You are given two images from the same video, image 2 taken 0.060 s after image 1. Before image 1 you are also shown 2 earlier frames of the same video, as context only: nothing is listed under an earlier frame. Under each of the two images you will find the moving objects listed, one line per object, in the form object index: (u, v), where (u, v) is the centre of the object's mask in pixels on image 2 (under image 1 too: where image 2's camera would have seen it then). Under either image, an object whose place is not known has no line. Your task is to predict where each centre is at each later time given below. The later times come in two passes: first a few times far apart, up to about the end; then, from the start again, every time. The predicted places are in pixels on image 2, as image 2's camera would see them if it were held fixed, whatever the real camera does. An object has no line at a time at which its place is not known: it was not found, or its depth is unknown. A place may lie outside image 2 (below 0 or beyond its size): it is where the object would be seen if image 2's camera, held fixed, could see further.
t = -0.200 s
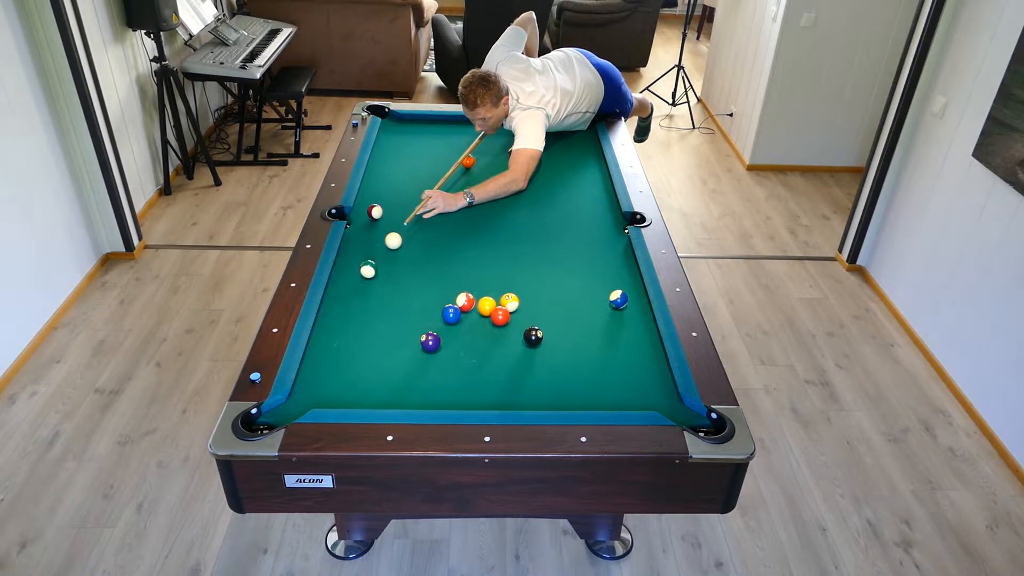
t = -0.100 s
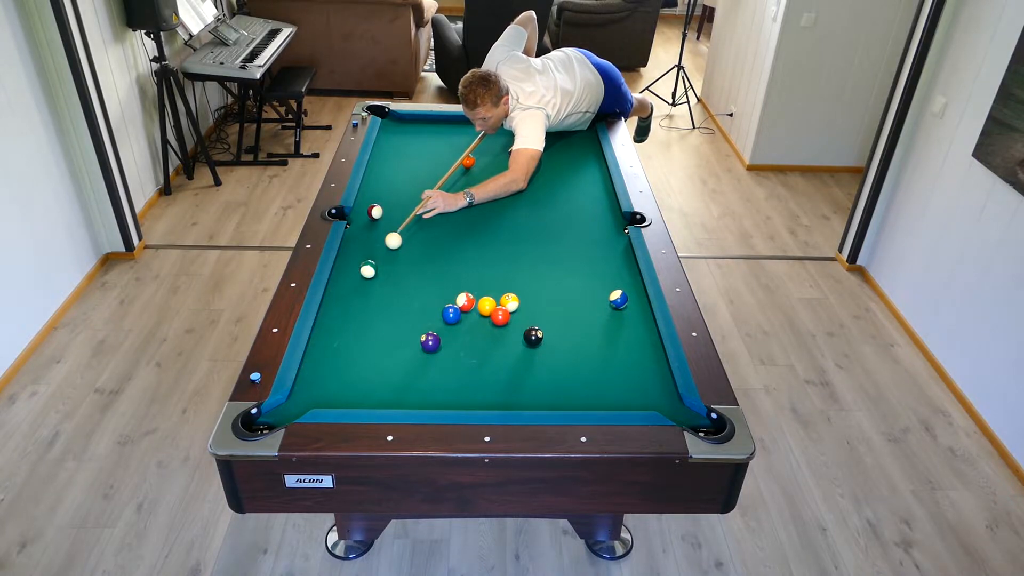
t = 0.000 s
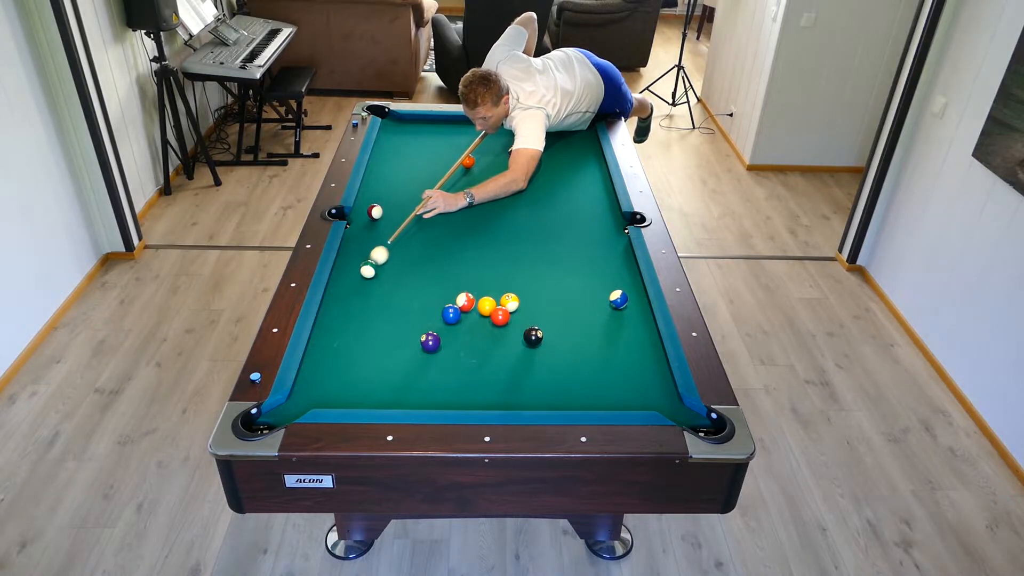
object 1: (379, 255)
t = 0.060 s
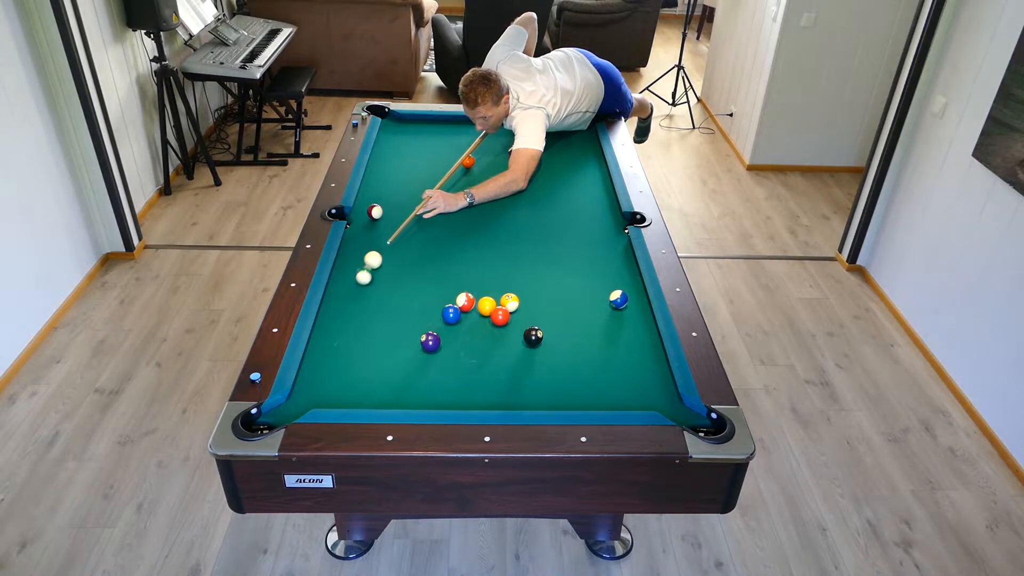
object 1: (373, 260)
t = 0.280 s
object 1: (357, 267)
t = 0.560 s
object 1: (338, 278)
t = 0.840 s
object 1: (342, 286)
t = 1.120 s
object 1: (346, 293)
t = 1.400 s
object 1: (350, 300)
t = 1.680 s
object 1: (354, 305)
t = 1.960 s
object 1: (357, 310)
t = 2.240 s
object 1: (359, 313)
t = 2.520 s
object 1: (361, 315)
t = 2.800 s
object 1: (361, 316)
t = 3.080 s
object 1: (361, 316)
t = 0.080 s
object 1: (372, 260)
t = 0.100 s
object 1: (371, 260)
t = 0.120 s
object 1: (369, 261)
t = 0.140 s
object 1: (368, 261)
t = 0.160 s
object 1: (366, 262)
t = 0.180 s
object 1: (365, 263)
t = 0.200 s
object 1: (363, 264)
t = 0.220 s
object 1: (362, 265)
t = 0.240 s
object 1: (360, 265)
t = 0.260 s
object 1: (358, 266)
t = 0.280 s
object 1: (357, 267)
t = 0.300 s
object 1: (355, 268)
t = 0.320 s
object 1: (354, 269)
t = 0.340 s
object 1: (352, 269)
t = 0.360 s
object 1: (351, 270)
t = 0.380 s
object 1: (349, 271)
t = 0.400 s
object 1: (348, 272)
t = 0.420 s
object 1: (346, 273)
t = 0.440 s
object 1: (345, 273)
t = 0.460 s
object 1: (343, 274)
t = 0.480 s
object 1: (342, 275)
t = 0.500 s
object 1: (340, 276)
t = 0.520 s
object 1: (339, 277)
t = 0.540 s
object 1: (338, 277)
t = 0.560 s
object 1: (338, 278)
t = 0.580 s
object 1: (338, 279)
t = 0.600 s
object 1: (338, 279)
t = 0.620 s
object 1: (339, 280)
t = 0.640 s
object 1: (339, 280)
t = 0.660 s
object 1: (339, 281)
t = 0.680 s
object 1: (340, 282)
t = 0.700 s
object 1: (340, 282)
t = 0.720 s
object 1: (340, 283)
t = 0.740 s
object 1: (341, 283)
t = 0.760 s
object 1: (341, 284)
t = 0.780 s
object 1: (341, 284)
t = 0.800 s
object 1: (342, 285)
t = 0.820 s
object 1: (342, 285)
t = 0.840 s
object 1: (342, 286)
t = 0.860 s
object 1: (342, 287)
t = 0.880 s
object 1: (343, 287)
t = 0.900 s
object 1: (343, 288)
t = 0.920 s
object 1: (343, 288)
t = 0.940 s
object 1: (344, 289)
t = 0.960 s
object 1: (344, 289)
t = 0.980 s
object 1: (344, 290)
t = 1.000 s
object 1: (344, 290)
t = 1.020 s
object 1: (345, 291)
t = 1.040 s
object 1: (345, 291)
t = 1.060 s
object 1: (345, 292)
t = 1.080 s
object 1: (346, 292)
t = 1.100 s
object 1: (346, 293)
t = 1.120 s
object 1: (346, 293)
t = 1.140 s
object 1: (347, 294)
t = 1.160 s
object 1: (347, 294)
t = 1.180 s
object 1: (347, 295)
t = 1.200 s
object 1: (347, 295)
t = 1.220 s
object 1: (348, 296)
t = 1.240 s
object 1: (348, 296)
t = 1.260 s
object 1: (348, 297)
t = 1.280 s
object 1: (349, 297)
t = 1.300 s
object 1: (349, 298)
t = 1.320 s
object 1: (349, 298)
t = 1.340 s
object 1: (349, 299)
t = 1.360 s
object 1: (350, 299)
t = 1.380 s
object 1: (350, 300)
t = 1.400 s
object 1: (350, 300)
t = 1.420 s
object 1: (350, 300)
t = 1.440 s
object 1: (351, 301)
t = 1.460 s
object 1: (351, 301)
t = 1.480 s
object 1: (351, 302)
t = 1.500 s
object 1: (351, 302)
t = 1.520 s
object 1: (352, 302)
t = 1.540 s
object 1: (352, 303)
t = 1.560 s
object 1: (352, 303)
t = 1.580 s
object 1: (352, 304)
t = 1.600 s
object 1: (353, 304)
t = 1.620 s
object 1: (353, 304)
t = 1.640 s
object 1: (353, 305)
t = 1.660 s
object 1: (353, 305)
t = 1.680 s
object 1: (354, 305)
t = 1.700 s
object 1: (354, 306)
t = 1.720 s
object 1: (354, 306)
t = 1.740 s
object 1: (354, 306)
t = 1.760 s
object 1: (355, 307)
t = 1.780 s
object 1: (355, 307)
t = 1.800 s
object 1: (355, 307)
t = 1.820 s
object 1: (355, 308)
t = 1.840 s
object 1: (355, 308)
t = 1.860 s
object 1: (356, 308)
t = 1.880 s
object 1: (356, 309)
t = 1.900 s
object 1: (356, 309)
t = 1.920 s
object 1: (356, 309)
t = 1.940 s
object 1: (357, 310)
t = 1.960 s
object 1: (357, 310)
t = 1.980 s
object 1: (357, 310)
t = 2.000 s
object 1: (357, 310)
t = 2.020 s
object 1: (357, 311)
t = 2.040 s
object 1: (357, 311)
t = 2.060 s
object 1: (358, 311)
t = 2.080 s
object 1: (358, 311)
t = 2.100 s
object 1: (358, 312)
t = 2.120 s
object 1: (358, 312)
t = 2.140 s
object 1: (358, 312)
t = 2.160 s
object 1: (358, 312)
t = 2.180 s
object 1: (359, 313)
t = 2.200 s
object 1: (359, 313)
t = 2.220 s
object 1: (359, 313)
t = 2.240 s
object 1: (359, 313)
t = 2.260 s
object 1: (359, 313)
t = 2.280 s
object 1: (360, 313)
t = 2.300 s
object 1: (360, 314)
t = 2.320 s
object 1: (360, 314)
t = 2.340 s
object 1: (360, 314)
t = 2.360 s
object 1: (360, 314)
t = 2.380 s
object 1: (360, 314)
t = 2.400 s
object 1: (360, 314)
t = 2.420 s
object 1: (360, 315)
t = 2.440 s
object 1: (360, 315)
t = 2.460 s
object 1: (361, 315)
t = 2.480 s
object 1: (361, 315)
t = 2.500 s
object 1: (361, 315)
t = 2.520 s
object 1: (361, 315)
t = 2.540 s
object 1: (361, 315)
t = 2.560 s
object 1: (361, 315)
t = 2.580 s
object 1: (361, 316)
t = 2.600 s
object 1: (361, 316)
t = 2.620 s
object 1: (361, 316)
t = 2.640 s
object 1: (361, 316)
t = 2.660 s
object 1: (361, 316)
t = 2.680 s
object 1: (361, 316)
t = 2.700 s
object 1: (361, 316)
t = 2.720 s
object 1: (361, 316)
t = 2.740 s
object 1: (361, 316)
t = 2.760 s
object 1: (361, 316)
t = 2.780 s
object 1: (361, 316)
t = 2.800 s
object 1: (361, 316)
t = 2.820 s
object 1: (361, 316)
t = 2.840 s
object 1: (361, 316)
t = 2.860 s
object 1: (361, 316)
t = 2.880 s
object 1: (361, 316)
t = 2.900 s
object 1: (361, 316)
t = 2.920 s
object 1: (361, 316)
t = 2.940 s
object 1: (361, 316)
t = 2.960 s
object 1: (361, 316)
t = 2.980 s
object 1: (361, 316)
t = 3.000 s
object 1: (361, 316)
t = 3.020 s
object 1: (361, 316)
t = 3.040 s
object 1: (361, 316)
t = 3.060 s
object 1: (361, 316)
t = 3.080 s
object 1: (361, 316)
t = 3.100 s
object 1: (361, 316)
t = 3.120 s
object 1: (361, 316)
